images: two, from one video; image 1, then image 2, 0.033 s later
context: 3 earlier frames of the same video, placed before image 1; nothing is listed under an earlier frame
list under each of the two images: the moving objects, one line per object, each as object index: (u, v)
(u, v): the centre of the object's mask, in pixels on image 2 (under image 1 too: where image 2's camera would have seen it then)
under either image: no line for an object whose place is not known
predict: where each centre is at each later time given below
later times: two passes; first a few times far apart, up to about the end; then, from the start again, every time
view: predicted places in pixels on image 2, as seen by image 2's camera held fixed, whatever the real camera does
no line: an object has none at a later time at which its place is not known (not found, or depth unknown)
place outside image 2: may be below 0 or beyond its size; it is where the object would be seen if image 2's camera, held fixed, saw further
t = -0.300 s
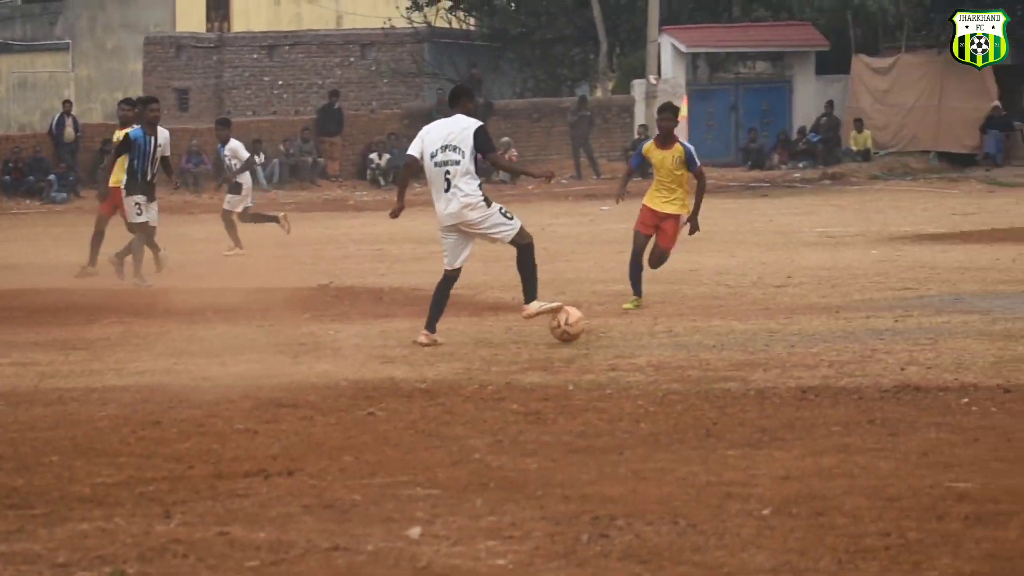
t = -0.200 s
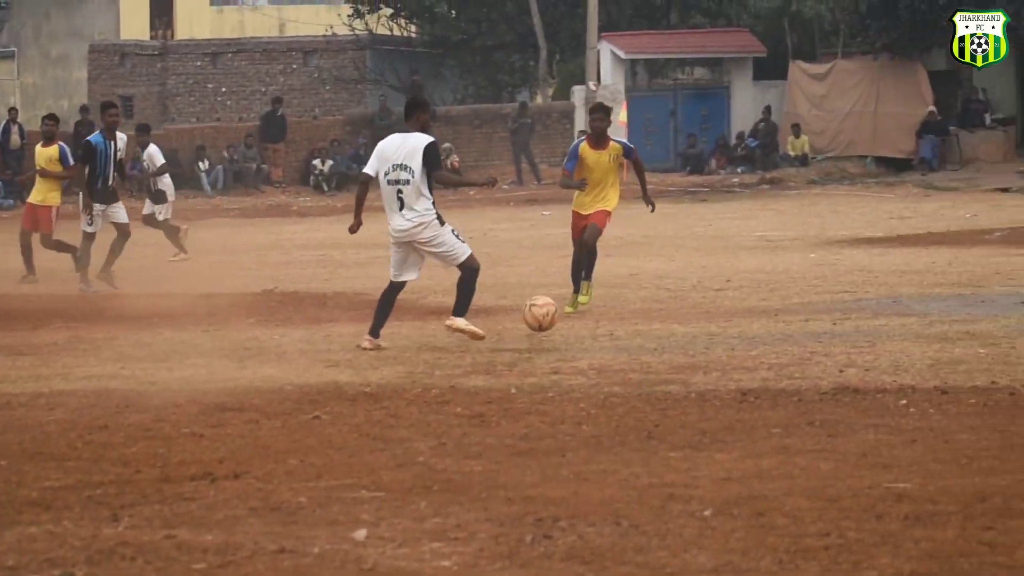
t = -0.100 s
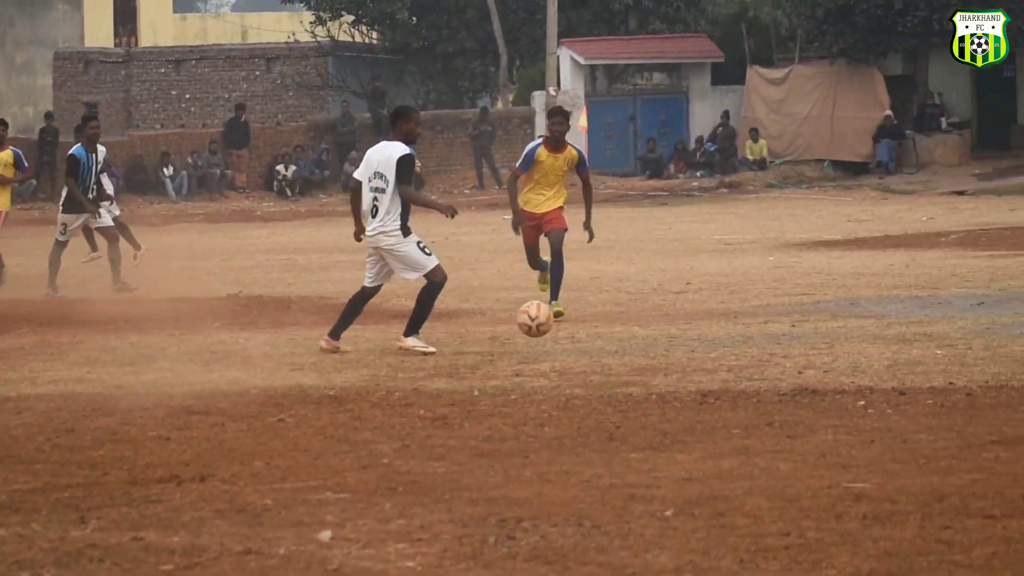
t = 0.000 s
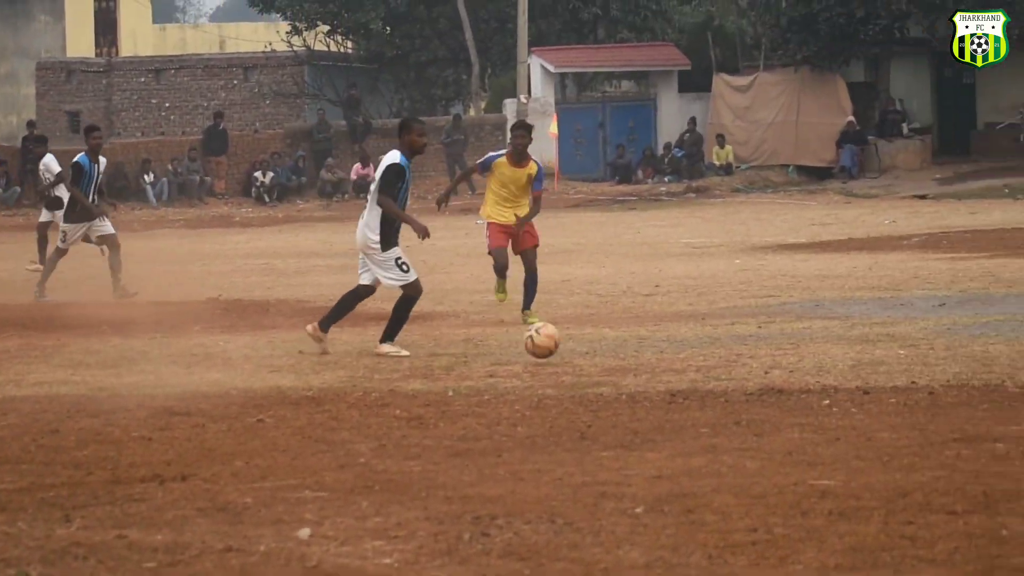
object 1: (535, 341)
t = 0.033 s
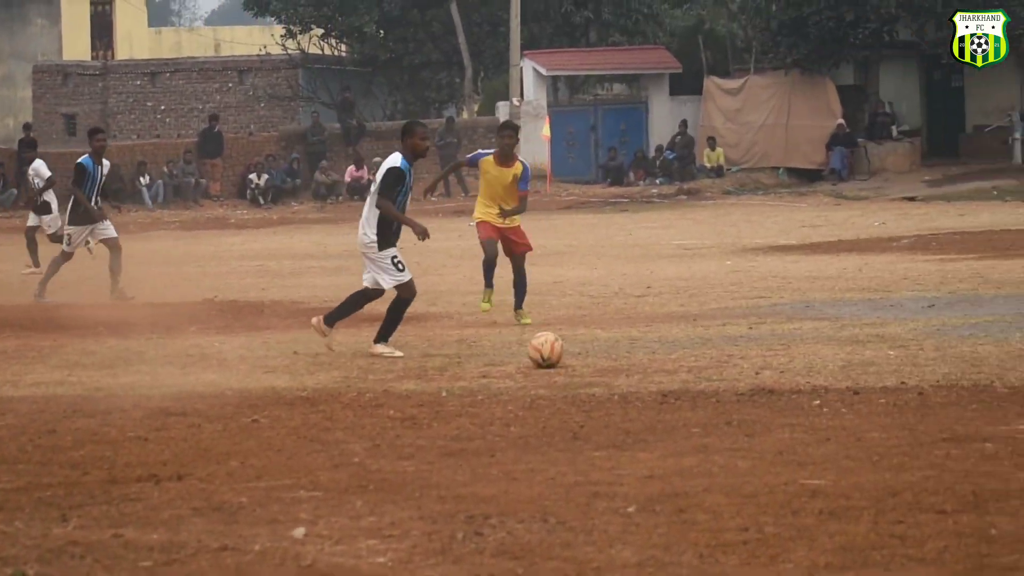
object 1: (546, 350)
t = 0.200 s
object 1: (602, 338)
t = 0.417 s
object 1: (685, 352)
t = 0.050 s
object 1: (551, 350)
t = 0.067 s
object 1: (556, 347)
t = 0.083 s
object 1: (562, 345)
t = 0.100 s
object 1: (567, 343)
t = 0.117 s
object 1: (573, 341)
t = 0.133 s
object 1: (578, 339)
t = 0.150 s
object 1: (583, 338)
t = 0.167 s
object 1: (590, 337)
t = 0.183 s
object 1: (595, 337)
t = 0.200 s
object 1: (602, 338)
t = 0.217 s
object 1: (608, 339)
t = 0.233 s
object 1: (613, 341)
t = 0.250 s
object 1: (620, 342)
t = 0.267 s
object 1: (625, 344)
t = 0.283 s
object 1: (631, 347)
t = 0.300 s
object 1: (638, 350)
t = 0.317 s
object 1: (644, 353)
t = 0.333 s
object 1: (651, 358)
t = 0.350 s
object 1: (657, 362)
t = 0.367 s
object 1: (664, 360)
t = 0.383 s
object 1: (671, 356)
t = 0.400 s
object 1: (679, 354)
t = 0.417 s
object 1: (685, 352)
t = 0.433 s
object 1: (692, 350)
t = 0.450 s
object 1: (699, 348)
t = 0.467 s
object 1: (707, 347)
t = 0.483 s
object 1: (714, 348)
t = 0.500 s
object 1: (721, 349)
